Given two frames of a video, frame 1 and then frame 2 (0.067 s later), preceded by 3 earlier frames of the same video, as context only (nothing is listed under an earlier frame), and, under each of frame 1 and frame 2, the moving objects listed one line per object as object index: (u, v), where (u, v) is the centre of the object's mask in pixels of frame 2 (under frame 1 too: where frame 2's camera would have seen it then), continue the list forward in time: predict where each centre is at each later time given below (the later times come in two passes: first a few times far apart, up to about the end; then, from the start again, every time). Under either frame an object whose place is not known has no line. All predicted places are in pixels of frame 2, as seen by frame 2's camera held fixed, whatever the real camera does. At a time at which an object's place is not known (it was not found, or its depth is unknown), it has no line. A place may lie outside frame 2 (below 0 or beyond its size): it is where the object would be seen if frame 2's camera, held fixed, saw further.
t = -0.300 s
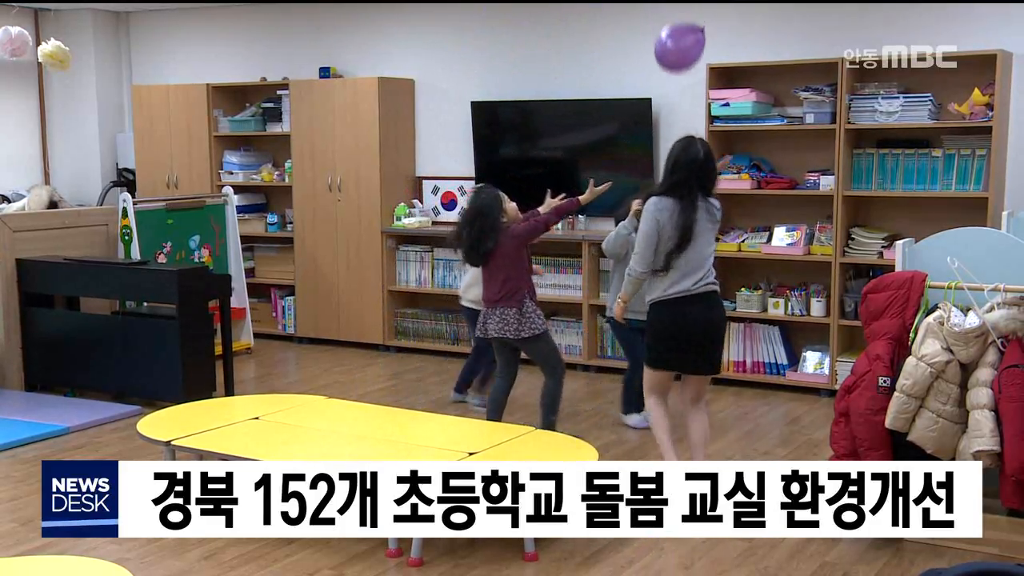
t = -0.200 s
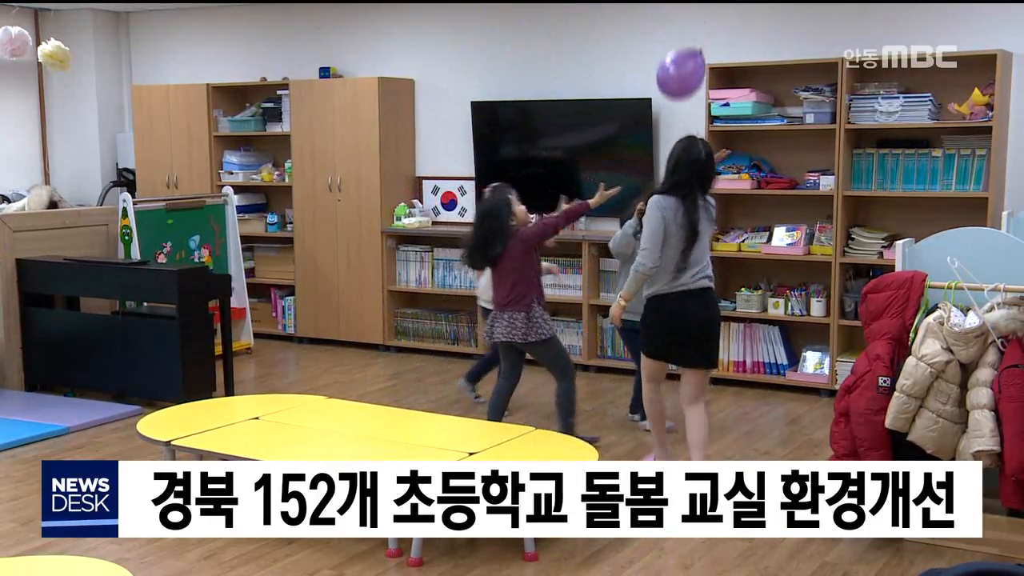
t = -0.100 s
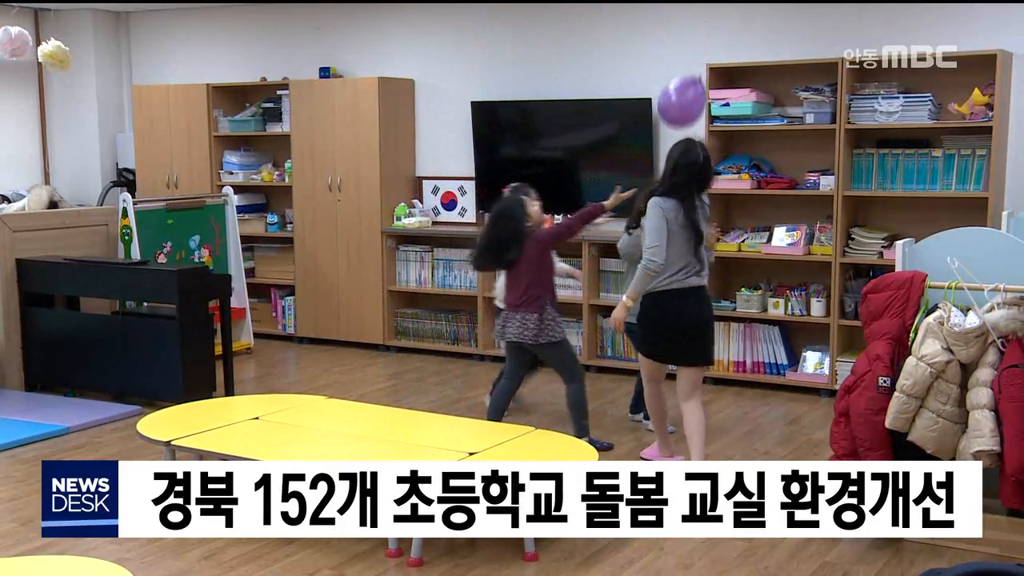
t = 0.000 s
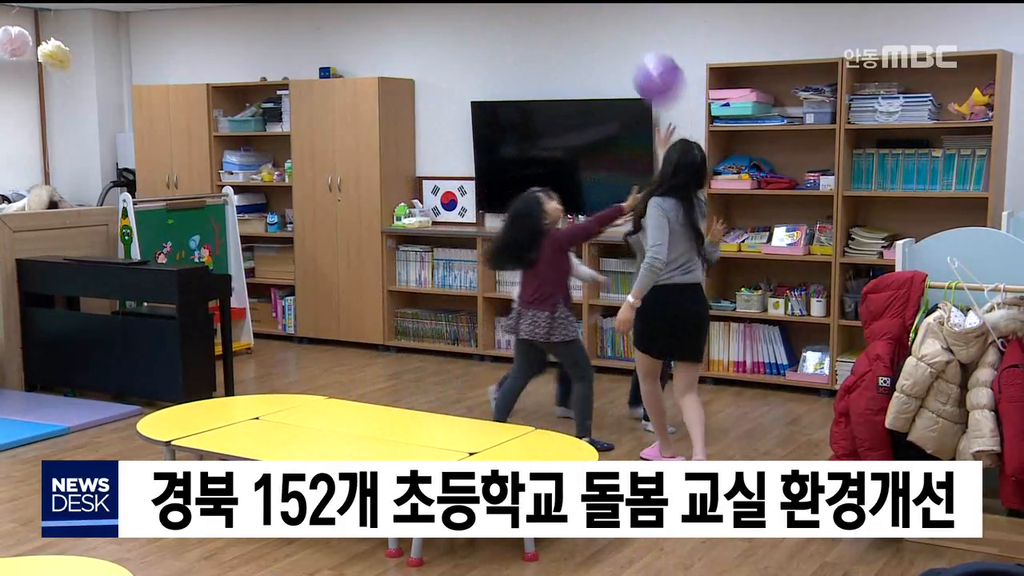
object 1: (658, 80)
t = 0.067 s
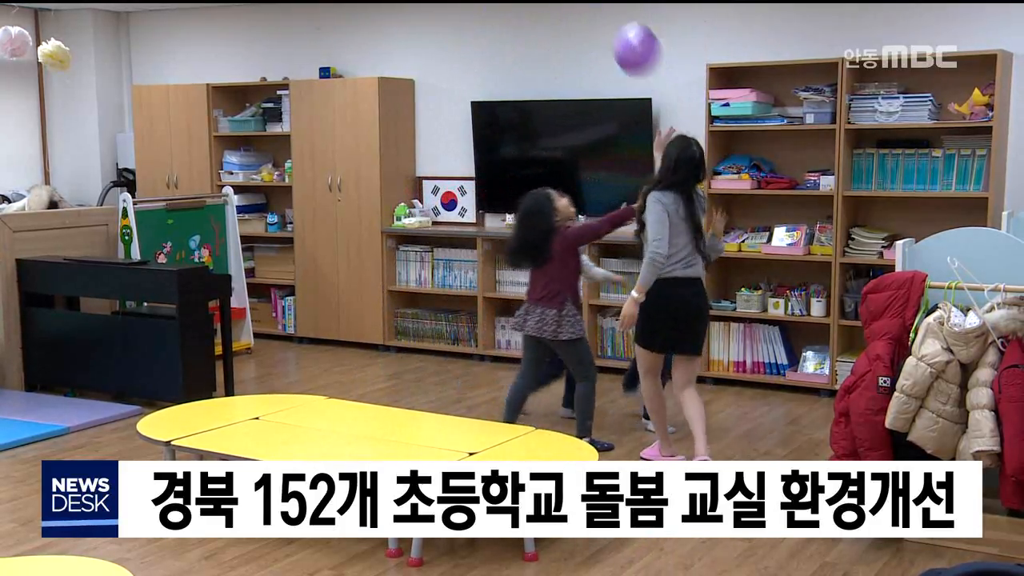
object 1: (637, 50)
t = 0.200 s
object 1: (601, 19)
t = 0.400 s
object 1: (569, 14)
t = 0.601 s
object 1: (554, 20)
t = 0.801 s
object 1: (548, 34)
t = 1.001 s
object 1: (546, 63)
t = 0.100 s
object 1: (627, 37)
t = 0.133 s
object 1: (618, 28)
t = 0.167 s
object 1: (609, 23)
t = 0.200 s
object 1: (601, 19)
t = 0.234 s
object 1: (594, 17)
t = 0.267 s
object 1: (588, 16)
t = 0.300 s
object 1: (582, 14)
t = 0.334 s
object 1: (577, 14)
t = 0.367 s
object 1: (573, 14)
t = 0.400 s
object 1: (569, 14)
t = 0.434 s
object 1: (565, 14)
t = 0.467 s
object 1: (562, 15)
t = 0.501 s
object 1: (560, 16)
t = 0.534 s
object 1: (558, 17)
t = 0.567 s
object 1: (556, 18)
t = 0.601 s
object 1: (554, 20)
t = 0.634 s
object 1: (553, 21)
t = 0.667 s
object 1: (552, 23)
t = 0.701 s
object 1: (551, 25)
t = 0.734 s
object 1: (550, 27)
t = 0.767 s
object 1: (549, 31)
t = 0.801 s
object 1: (548, 34)
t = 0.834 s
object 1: (548, 38)
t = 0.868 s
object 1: (547, 43)
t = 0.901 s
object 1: (547, 47)
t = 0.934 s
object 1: (546, 52)
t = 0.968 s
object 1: (546, 57)
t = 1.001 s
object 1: (546, 63)
